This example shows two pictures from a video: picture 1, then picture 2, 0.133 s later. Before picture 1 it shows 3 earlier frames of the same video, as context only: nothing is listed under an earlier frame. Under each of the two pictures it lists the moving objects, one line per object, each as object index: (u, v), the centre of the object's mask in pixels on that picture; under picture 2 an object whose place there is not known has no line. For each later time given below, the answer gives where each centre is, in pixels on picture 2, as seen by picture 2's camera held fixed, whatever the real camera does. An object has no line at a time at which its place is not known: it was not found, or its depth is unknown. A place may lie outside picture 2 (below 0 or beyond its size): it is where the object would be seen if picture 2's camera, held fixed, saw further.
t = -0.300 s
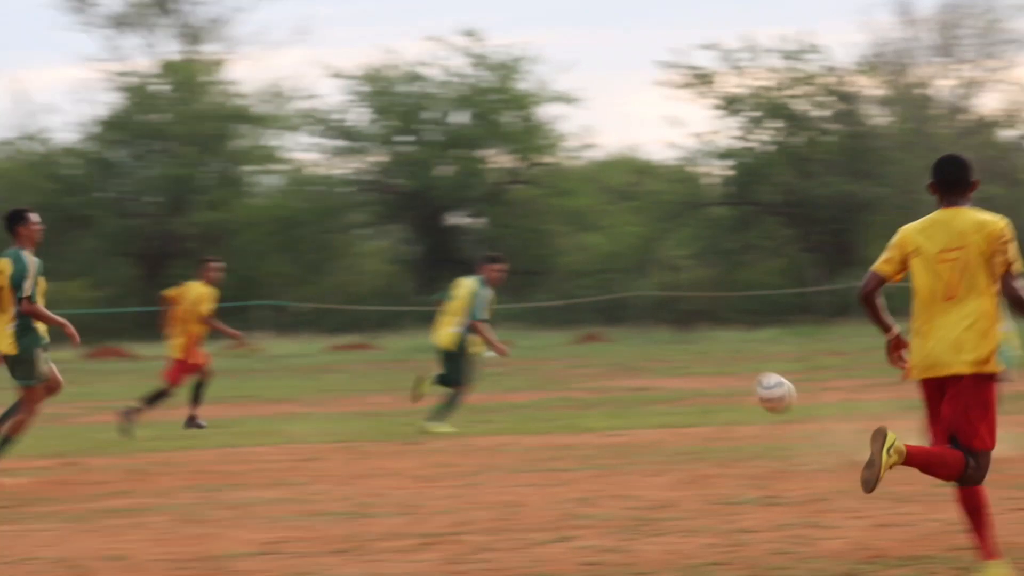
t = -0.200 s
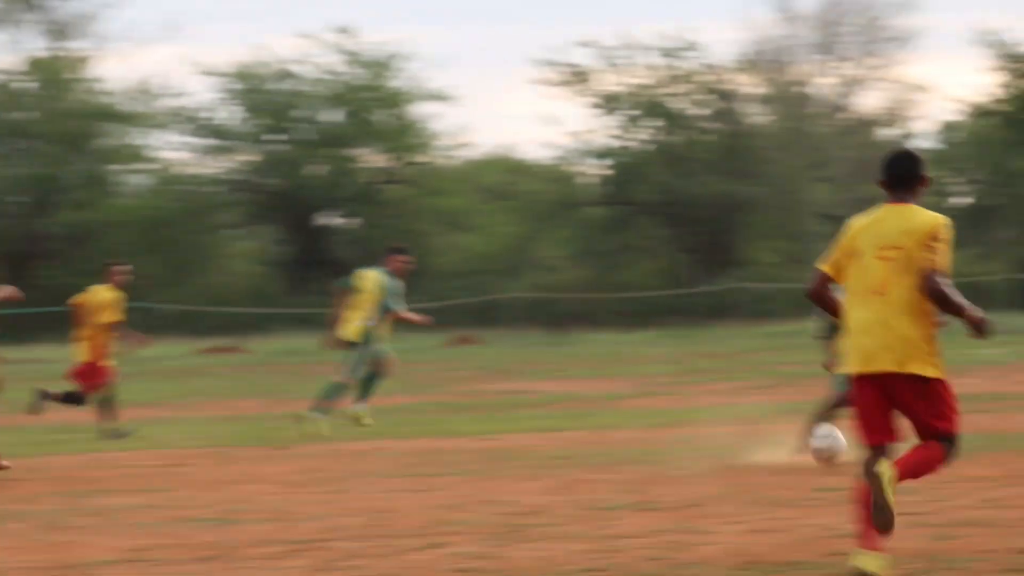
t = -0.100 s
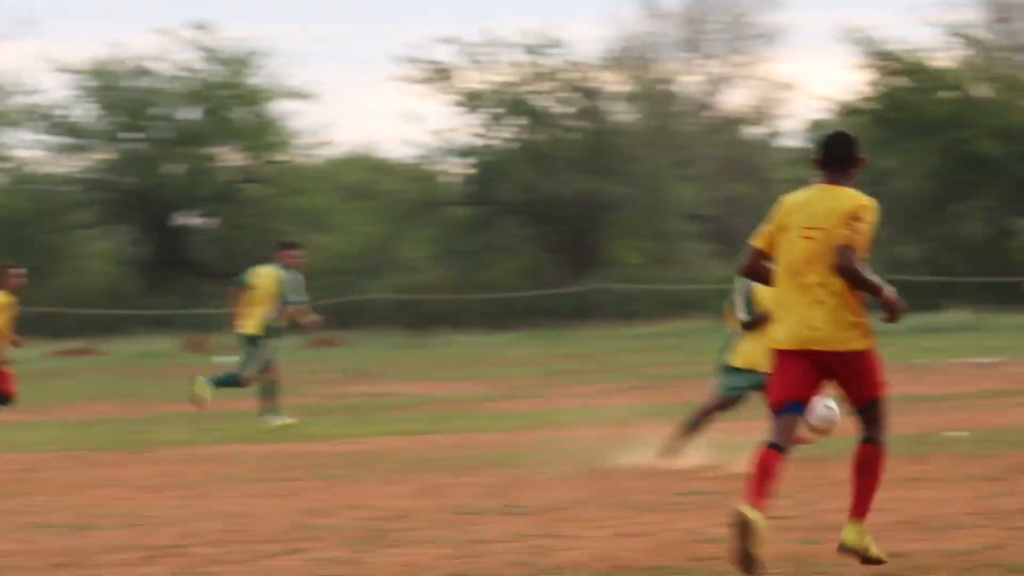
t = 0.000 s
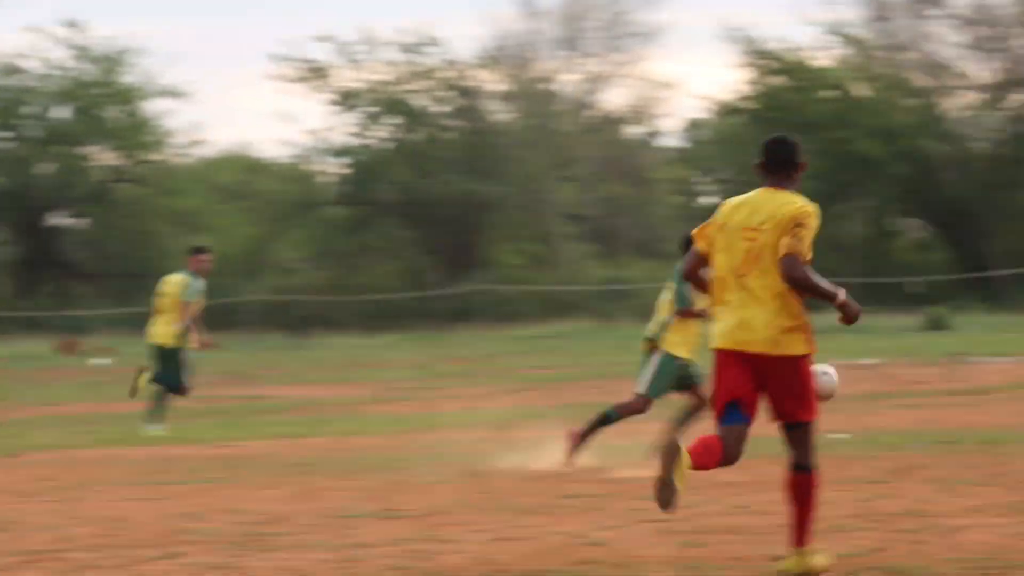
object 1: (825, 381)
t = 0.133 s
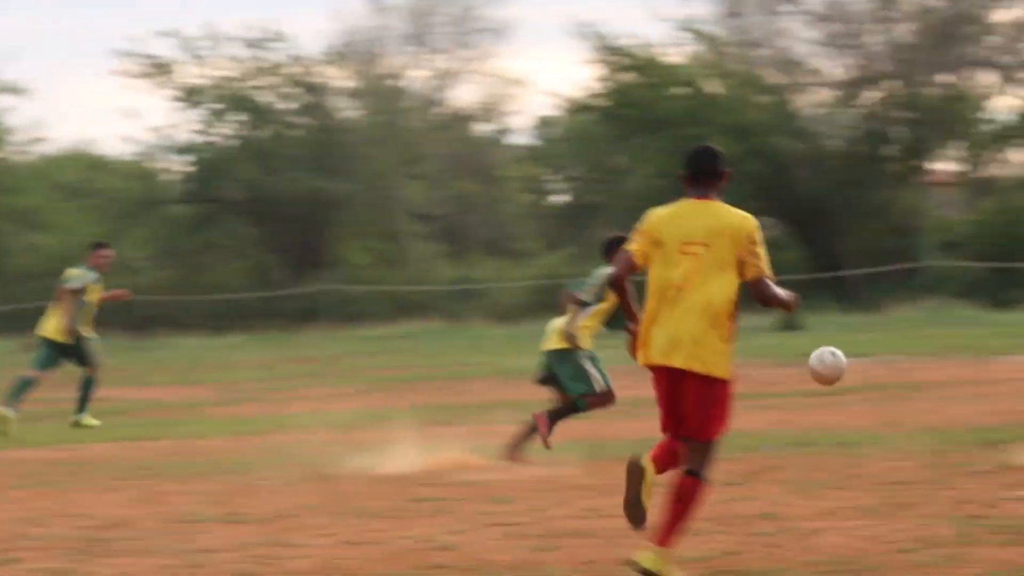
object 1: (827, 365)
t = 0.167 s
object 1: (866, 366)
